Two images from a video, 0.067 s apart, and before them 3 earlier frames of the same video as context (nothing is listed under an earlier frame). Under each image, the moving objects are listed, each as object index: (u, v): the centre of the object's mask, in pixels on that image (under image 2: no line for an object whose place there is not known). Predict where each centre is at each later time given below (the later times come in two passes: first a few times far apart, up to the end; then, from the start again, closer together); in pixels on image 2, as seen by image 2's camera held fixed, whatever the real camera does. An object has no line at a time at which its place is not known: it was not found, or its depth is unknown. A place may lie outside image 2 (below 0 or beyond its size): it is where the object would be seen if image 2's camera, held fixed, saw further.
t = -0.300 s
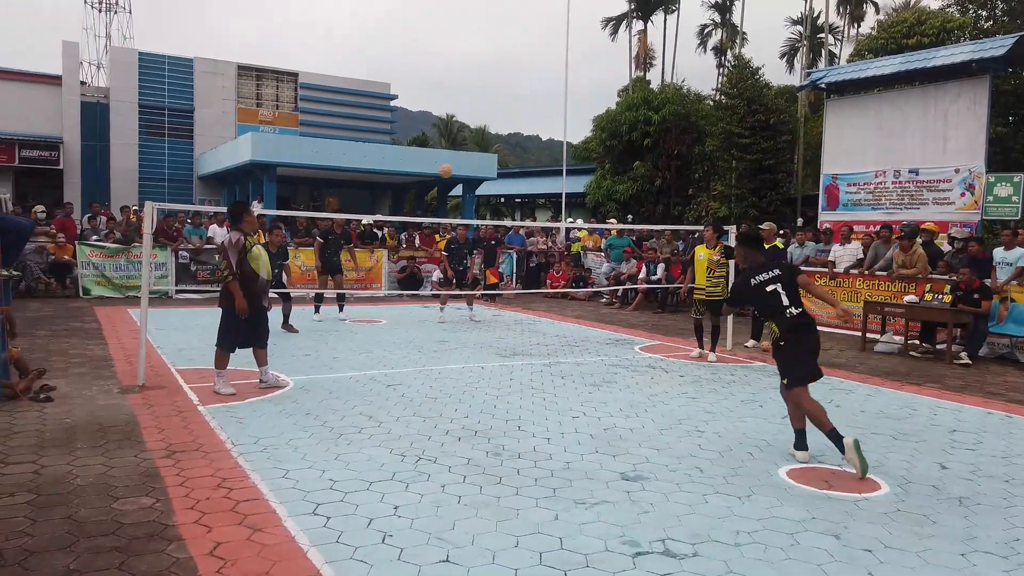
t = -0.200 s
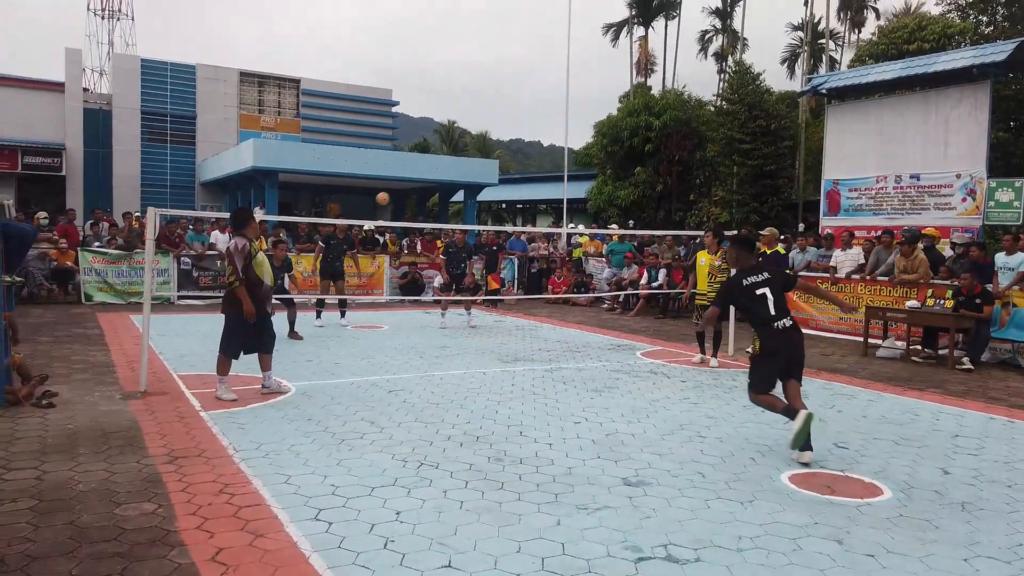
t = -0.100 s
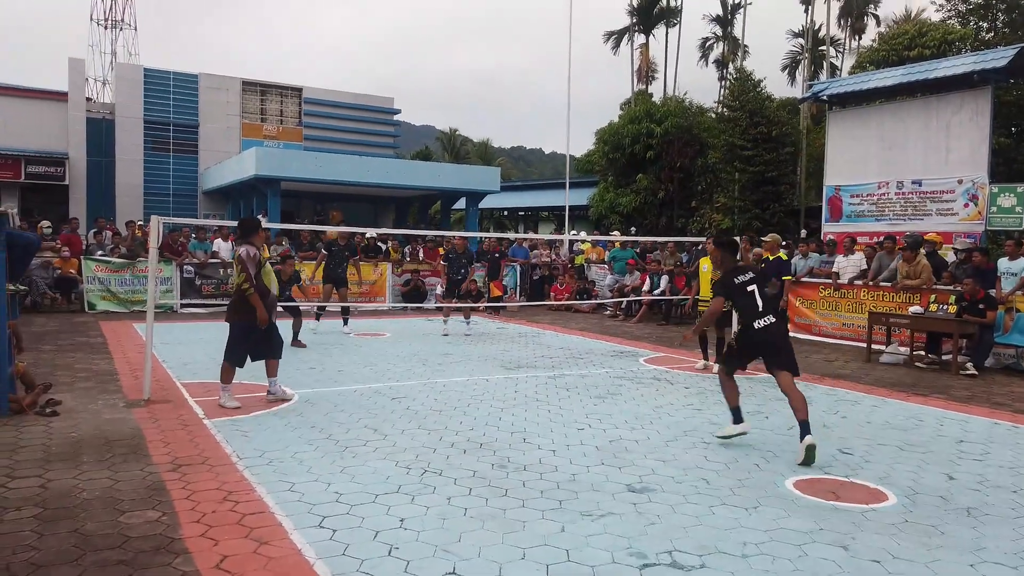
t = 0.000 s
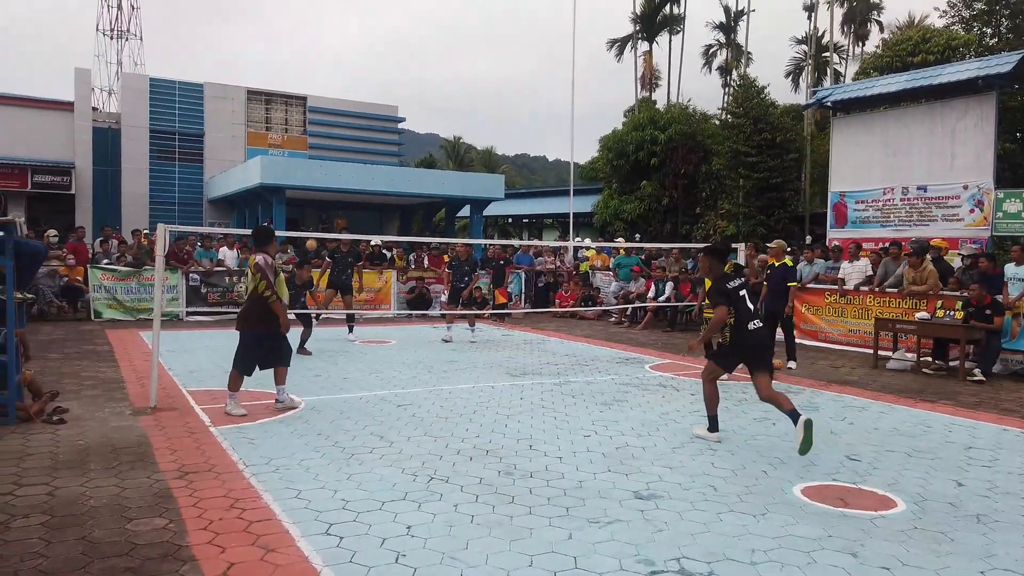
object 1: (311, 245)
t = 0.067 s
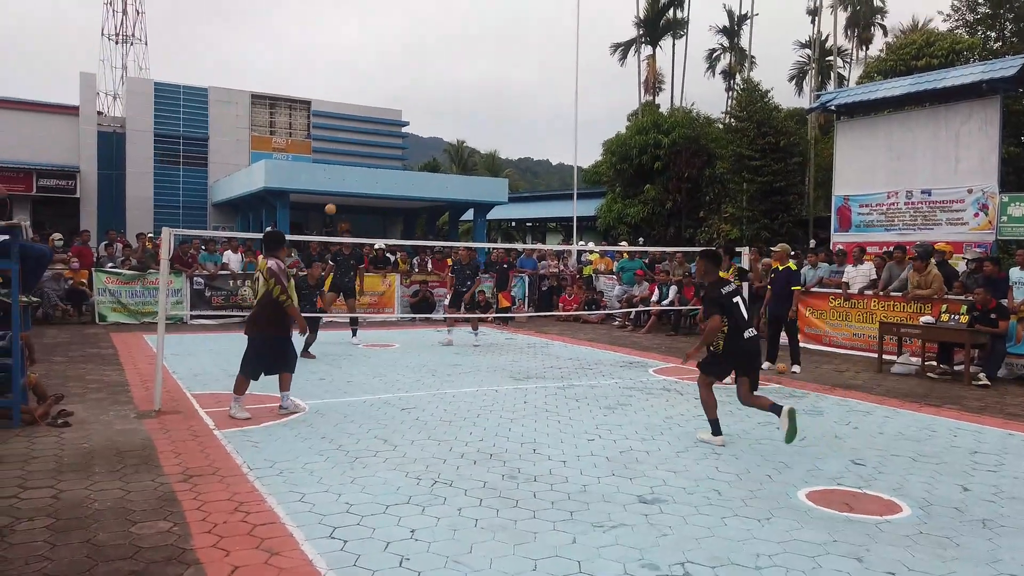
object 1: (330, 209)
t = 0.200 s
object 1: (359, 142)
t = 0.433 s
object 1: (404, 63)
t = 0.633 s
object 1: (438, 30)
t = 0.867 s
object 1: (475, 29)
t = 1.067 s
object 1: (504, 60)
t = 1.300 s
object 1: (534, 129)
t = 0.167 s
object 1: (352, 157)
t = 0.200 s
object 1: (359, 142)
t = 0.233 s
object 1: (365, 128)
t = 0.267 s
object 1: (372, 115)
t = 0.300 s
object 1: (379, 103)
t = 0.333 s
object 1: (385, 91)
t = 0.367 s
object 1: (391, 81)
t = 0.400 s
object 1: (398, 71)
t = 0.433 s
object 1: (404, 63)
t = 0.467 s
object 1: (410, 55)
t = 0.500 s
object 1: (416, 48)
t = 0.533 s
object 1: (421, 42)
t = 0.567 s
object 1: (427, 37)
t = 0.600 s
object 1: (433, 33)
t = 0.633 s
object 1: (438, 30)
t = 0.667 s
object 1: (444, 27)
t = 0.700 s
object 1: (449, 26)
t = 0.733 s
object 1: (455, 25)
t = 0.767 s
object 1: (460, 25)
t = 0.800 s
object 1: (465, 25)
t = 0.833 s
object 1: (470, 27)
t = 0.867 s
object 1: (475, 29)
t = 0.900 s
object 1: (480, 32)
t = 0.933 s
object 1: (485, 36)
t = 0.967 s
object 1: (490, 41)
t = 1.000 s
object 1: (494, 47)
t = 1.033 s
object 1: (499, 53)
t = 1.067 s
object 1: (504, 60)
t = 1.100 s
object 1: (508, 68)
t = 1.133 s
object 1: (513, 76)
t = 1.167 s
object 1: (517, 85)
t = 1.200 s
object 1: (521, 95)
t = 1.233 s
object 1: (526, 106)
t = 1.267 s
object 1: (530, 117)
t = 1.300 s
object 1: (534, 129)
